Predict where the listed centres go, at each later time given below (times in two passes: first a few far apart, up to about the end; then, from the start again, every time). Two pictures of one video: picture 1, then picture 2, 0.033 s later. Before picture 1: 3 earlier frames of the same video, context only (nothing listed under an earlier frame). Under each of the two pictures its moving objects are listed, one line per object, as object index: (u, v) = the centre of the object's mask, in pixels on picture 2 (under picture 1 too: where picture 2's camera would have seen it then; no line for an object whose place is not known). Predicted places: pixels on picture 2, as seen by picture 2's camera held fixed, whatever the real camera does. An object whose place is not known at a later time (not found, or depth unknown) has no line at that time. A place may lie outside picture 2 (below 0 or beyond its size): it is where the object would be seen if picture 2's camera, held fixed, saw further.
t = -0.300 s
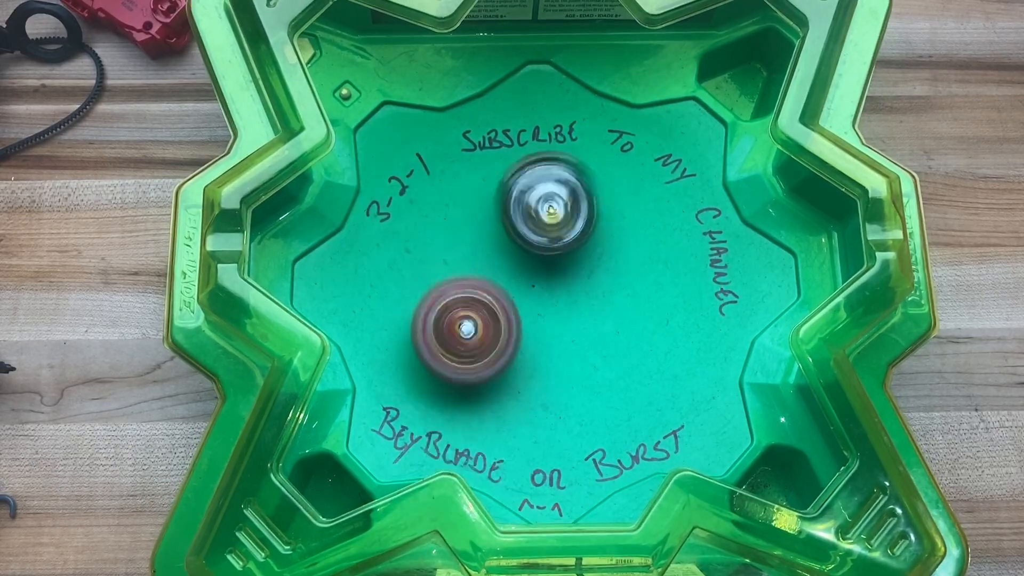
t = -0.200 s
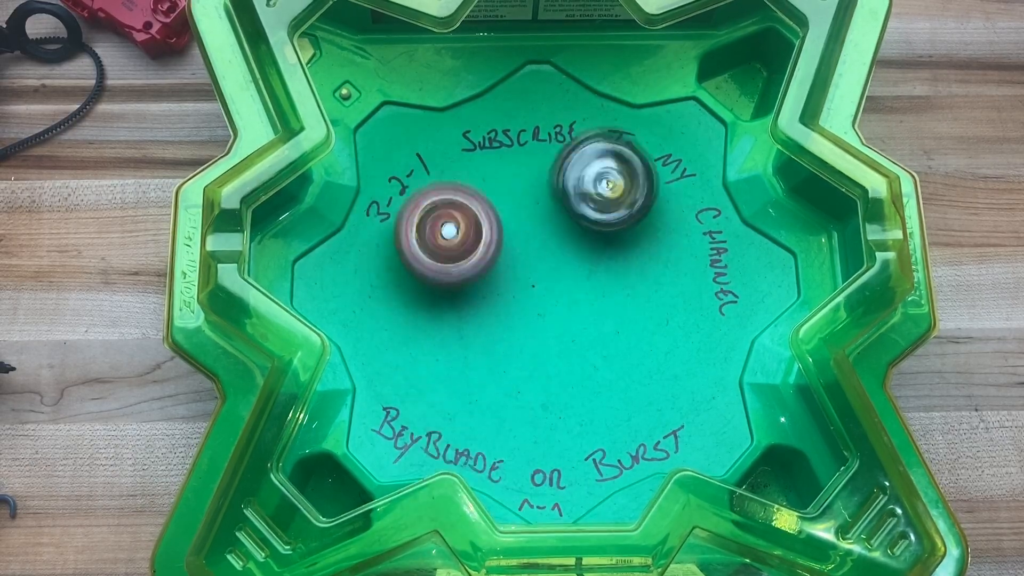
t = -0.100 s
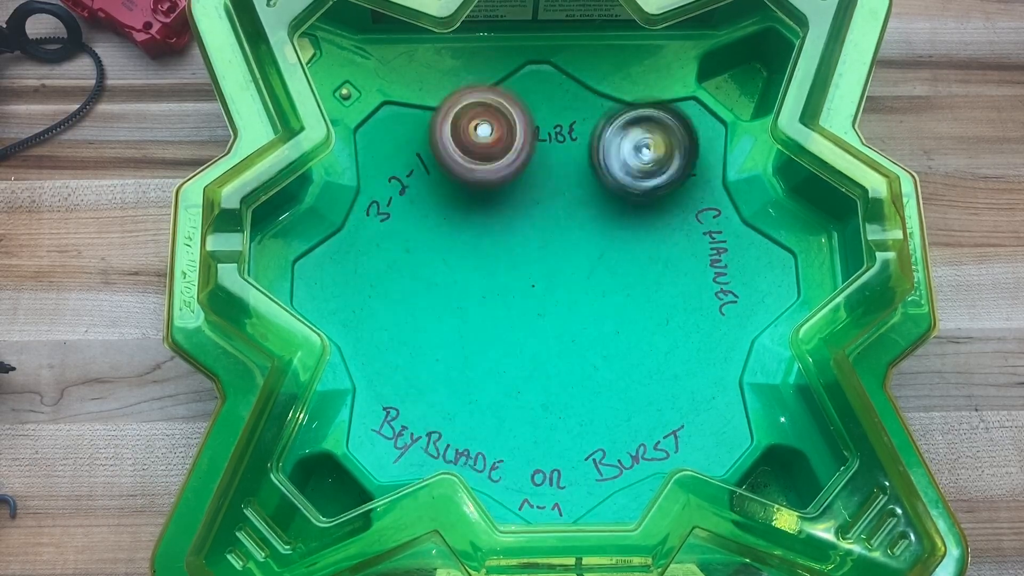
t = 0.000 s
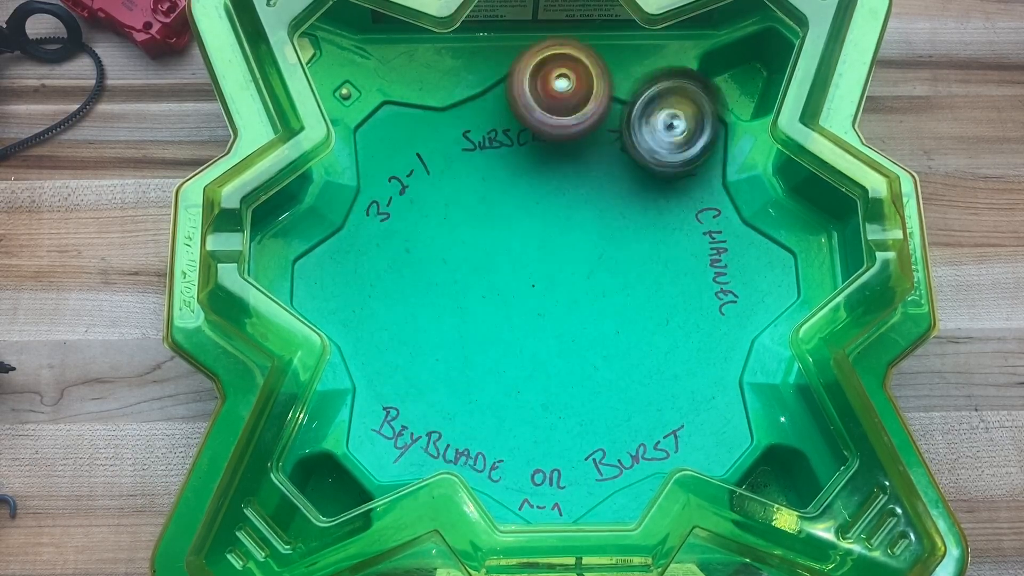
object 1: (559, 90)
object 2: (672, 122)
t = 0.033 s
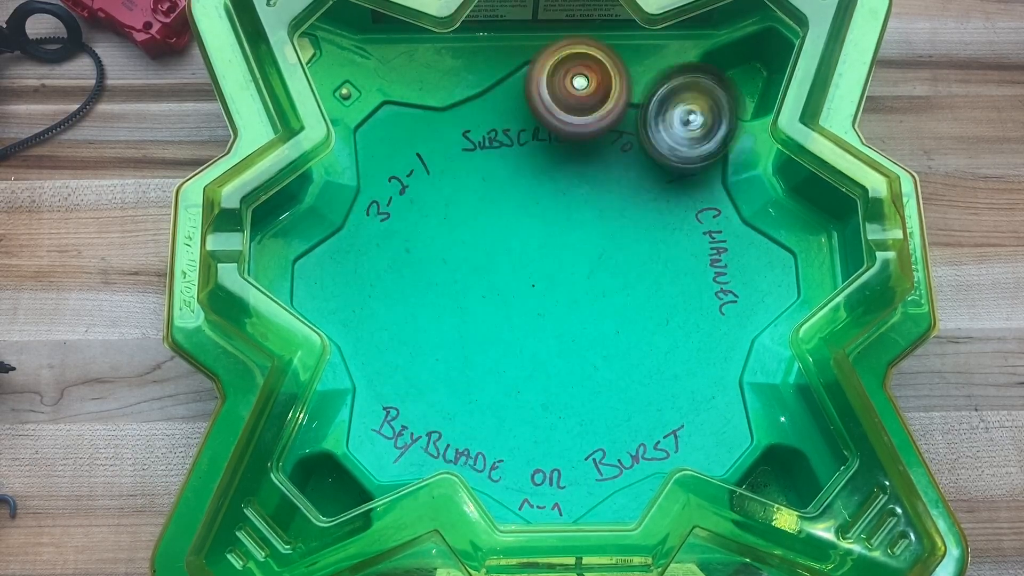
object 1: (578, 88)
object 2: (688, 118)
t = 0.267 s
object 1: (502, 282)
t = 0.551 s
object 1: (393, 431)
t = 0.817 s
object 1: (538, 300)
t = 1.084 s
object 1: (617, 253)
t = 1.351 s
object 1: (543, 94)
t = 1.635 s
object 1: (625, 107)
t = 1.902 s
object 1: (719, 200)
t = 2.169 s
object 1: (660, 243)
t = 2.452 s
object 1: (716, 144)
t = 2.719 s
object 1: (593, 264)
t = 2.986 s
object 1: (563, 156)
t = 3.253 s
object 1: (692, 163)
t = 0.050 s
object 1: (588, 92)
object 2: (697, 114)
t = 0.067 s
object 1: (596, 96)
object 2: (703, 116)
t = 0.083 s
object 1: (600, 102)
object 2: (716, 117)
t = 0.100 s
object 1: (600, 109)
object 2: (724, 124)
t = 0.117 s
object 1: (600, 119)
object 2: (732, 129)
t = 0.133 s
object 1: (602, 129)
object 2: (731, 131)
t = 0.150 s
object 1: (600, 139)
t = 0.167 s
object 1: (590, 155)
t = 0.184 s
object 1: (574, 177)
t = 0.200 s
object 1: (560, 197)
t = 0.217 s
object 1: (546, 218)
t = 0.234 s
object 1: (533, 240)
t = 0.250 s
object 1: (517, 261)
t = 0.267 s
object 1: (502, 282)
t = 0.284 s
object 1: (488, 301)
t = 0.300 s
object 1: (472, 320)
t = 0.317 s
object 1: (457, 337)
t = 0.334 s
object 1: (440, 353)
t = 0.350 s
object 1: (425, 368)
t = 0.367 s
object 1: (411, 381)
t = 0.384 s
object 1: (396, 392)
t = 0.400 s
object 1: (382, 402)
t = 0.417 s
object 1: (369, 410)
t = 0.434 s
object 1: (359, 418)
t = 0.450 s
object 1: (360, 423)
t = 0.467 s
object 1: (363, 428)
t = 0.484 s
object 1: (367, 432)
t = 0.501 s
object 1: (372, 433)
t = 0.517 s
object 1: (378, 435)
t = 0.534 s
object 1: (385, 433)
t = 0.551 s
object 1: (393, 431)
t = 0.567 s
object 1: (402, 429)
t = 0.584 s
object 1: (410, 424)
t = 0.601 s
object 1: (419, 420)
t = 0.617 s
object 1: (429, 414)
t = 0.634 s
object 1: (439, 408)
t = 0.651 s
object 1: (449, 399)
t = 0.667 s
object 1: (459, 390)
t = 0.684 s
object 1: (469, 381)
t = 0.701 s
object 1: (477, 371)
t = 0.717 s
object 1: (487, 361)
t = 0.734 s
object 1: (497, 351)
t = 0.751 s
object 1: (505, 340)
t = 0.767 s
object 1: (514, 330)
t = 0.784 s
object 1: (523, 320)
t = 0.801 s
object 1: (531, 309)
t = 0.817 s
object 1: (538, 300)
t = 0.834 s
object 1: (546, 291)
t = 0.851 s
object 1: (554, 283)
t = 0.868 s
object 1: (560, 275)
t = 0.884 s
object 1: (567, 268)
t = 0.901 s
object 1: (573, 261)
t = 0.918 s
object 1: (579, 255)
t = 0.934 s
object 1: (584, 250)
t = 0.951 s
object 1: (589, 247)
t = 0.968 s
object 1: (594, 244)
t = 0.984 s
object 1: (598, 243)
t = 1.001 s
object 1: (602, 242)
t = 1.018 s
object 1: (606, 242)
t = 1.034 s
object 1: (610, 243)
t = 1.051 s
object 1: (612, 245)
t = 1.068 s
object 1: (615, 249)
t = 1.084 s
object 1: (617, 253)
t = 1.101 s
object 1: (618, 256)
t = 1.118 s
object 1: (615, 229)
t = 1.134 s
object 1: (613, 203)
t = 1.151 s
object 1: (609, 178)
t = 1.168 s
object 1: (605, 155)
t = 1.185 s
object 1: (600, 133)
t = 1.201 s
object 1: (597, 111)
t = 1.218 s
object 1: (593, 91)
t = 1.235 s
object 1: (590, 73)
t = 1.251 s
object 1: (586, 59)
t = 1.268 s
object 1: (577, 54)
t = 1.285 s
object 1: (569, 52)
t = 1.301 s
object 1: (562, 60)
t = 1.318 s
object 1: (554, 71)
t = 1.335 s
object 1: (548, 82)
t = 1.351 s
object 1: (543, 94)
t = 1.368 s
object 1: (538, 107)
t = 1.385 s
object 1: (534, 120)
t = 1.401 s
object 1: (530, 136)
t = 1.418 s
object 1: (526, 151)
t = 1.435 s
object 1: (524, 167)
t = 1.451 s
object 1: (523, 182)
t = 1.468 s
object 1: (522, 197)
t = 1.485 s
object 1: (522, 212)
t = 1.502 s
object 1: (523, 226)
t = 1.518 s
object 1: (524, 240)
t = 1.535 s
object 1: (525, 251)
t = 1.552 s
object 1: (540, 227)
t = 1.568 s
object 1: (557, 200)
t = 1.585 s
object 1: (572, 178)
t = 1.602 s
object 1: (589, 153)
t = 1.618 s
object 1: (606, 130)
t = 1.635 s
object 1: (625, 107)
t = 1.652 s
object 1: (641, 88)
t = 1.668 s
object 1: (660, 87)
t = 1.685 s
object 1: (680, 93)
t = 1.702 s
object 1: (698, 100)
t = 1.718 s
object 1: (716, 106)
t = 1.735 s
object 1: (726, 111)
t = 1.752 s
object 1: (731, 118)
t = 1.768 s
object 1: (734, 123)
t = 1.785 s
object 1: (739, 130)
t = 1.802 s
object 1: (742, 139)
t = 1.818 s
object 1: (743, 147)
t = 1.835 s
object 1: (742, 155)
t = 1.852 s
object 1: (740, 164)
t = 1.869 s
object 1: (736, 174)
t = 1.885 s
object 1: (728, 186)
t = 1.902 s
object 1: (719, 200)
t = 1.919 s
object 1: (710, 211)
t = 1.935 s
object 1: (700, 222)
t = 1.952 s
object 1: (690, 233)
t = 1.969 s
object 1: (679, 244)
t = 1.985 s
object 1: (666, 255)
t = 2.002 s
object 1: (654, 264)
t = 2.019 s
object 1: (641, 273)
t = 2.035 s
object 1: (627, 281)
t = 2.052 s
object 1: (629, 282)
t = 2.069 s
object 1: (636, 278)
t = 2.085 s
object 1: (643, 274)
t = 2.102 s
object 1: (648, 269)
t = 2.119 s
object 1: (653, 264)
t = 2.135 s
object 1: (656, 258)
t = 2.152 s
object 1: (658, 251)
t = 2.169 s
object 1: (660, 243)
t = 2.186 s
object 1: (660, 235)
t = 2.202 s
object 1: (661, 225)
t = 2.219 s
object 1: (662, 215)
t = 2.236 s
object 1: (665, 204)
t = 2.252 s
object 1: (668, 194)
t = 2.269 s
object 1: (670, 184)
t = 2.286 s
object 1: (673, 175)
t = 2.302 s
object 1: (676, 167)
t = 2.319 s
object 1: (680, 159)
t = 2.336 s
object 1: (683, 152)
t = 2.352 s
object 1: (688, 148)
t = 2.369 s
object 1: (693, 143)
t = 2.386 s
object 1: (698, 140)
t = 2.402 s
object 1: (702, 139)
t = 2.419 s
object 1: (706, 139)
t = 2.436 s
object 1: (711, 141)
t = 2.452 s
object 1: (716, 144)
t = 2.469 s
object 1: (719, 149)
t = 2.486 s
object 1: (721, 156)
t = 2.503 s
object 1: (722, 165)
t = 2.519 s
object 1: (721, 175)
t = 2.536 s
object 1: (716, 187)
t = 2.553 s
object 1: (709, 198)
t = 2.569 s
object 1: (700, 209)
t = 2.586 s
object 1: (690, 220)
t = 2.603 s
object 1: (678, 230)
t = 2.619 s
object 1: (663, 239)
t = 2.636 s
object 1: (650, 247)
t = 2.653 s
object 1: (634, 254)
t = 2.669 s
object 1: (616, 260)
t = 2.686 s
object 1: (605, 264)
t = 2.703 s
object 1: (598, 268)
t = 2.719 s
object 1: (593, 264)
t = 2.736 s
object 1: (591, 260)
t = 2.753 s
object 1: (588, 257)
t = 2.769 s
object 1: (584, 253)
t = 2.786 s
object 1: (582, 248)
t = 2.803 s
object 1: (578, 242)
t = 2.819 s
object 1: (575, 235)
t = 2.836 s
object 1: (572, 228)
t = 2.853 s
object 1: (569, 220)
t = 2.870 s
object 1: (566, 213)
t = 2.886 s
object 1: (564, 205)
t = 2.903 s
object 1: (562, 197)
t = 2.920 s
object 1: (561, 189)
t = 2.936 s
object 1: (560, 181)
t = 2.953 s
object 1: (561, 172)
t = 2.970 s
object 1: (562, 165)
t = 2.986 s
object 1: (563, 156)
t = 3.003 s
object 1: (566, 149)
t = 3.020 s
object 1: (570, 141)
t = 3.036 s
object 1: (574, 135)
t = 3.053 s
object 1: (579, 128)
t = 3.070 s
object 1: (586, 122)
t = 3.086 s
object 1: (593, 117)
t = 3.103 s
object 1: (603, 112)
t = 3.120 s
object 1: (613, 110)
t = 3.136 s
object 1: (624, 108)
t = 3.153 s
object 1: (636, 108)
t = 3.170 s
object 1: (647, 111)
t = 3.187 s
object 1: (659, 117)
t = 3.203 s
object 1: (669, 125)
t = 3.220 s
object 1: (678, 135)
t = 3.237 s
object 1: (686, 148)
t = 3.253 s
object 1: (692, 163)
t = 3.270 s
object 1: (695, 179)
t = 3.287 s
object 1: (696, 196)
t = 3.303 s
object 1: (695, 214)
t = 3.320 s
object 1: (691, 233)
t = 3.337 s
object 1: (686, 251)
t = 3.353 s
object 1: (676, 269)
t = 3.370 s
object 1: (666, 286)
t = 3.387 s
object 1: (654, 302)
